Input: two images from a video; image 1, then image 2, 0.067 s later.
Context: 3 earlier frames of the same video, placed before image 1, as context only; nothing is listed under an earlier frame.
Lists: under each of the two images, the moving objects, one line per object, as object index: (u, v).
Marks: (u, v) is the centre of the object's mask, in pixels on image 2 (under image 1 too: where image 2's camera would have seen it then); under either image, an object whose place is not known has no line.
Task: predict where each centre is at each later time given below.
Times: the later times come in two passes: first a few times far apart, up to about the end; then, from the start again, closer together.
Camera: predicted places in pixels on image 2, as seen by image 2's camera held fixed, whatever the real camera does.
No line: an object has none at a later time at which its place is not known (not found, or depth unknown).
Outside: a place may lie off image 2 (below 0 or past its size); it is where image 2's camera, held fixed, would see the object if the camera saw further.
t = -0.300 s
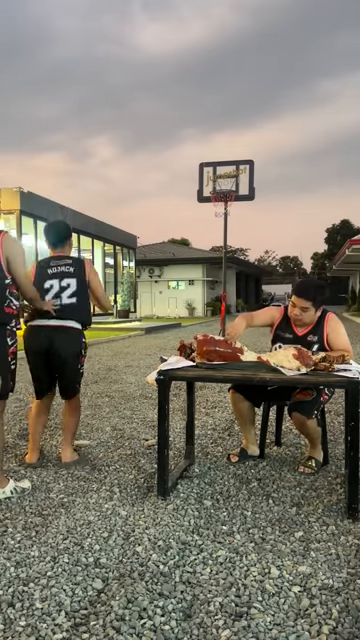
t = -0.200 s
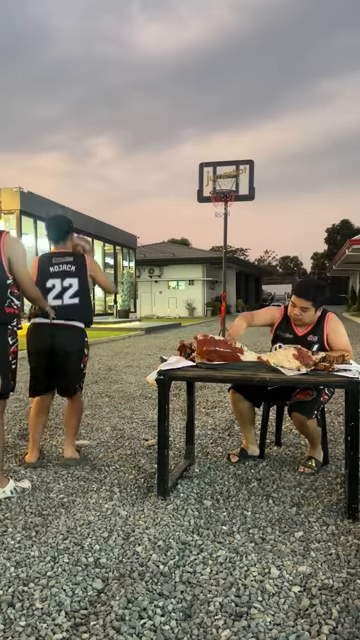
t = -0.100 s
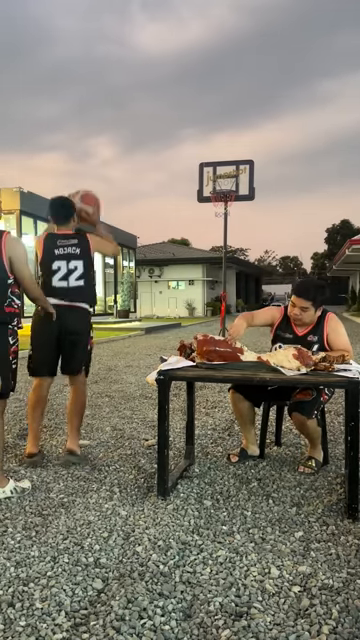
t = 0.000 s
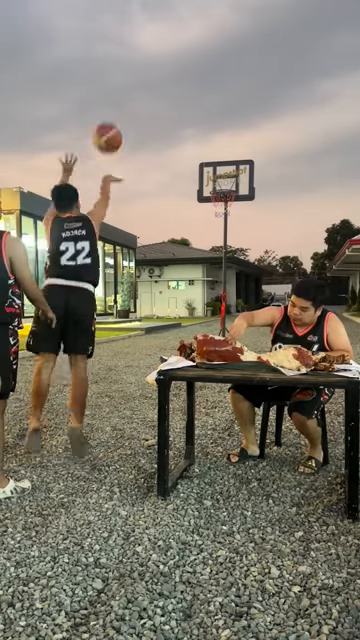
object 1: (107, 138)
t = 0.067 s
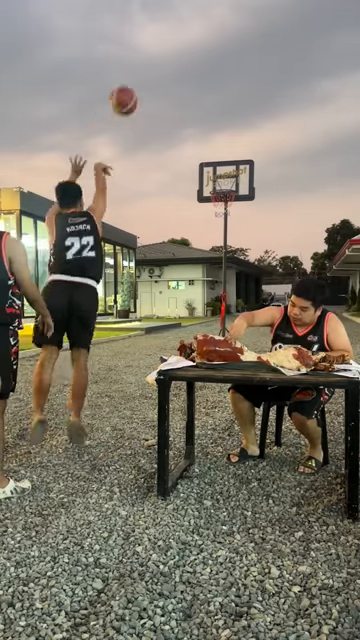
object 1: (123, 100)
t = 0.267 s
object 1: (163, 41)
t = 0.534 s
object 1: (198, 35)
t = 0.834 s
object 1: (225, 85)
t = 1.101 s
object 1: (242, 157)
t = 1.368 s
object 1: (247, 227)
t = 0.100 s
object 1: (130, 86)
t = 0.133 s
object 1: (138, 73)
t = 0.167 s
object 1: (145, 63)
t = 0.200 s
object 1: (151, 54)
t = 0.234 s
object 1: (157, 47)
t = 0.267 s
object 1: (163, 41)
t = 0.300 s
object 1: (168, 37)
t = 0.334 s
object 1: (173, 34)
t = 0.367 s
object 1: (178, 32)
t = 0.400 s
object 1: (183, 31)
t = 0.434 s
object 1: (187, 31)
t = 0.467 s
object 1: (191, 31)
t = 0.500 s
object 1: (195, 33)
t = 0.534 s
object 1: (198, 35)
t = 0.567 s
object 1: (202, 39)
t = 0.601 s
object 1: (206, 43)
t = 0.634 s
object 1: (209, 47)
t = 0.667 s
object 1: (211, 52)
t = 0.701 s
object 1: (215, 58)
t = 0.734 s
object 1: (217, 64)
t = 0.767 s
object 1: (220, 71)
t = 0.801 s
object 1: (223, 78)
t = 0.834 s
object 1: (225, 85)
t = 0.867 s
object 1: (227, 93)
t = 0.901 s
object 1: (230, 102)
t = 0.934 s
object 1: (232, 110)
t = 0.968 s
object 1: (234, 119)
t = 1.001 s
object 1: (236, 128)
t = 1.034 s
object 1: (238, 138)
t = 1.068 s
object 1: (240, 148)
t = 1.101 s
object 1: (242, 157)
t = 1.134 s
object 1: (244, 168)
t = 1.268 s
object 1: (246, 203)
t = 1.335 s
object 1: (247, 219)
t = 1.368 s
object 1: (247, 227)
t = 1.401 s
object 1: (247, 237)
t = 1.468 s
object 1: (247, 257)
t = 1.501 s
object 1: (247, 268)
